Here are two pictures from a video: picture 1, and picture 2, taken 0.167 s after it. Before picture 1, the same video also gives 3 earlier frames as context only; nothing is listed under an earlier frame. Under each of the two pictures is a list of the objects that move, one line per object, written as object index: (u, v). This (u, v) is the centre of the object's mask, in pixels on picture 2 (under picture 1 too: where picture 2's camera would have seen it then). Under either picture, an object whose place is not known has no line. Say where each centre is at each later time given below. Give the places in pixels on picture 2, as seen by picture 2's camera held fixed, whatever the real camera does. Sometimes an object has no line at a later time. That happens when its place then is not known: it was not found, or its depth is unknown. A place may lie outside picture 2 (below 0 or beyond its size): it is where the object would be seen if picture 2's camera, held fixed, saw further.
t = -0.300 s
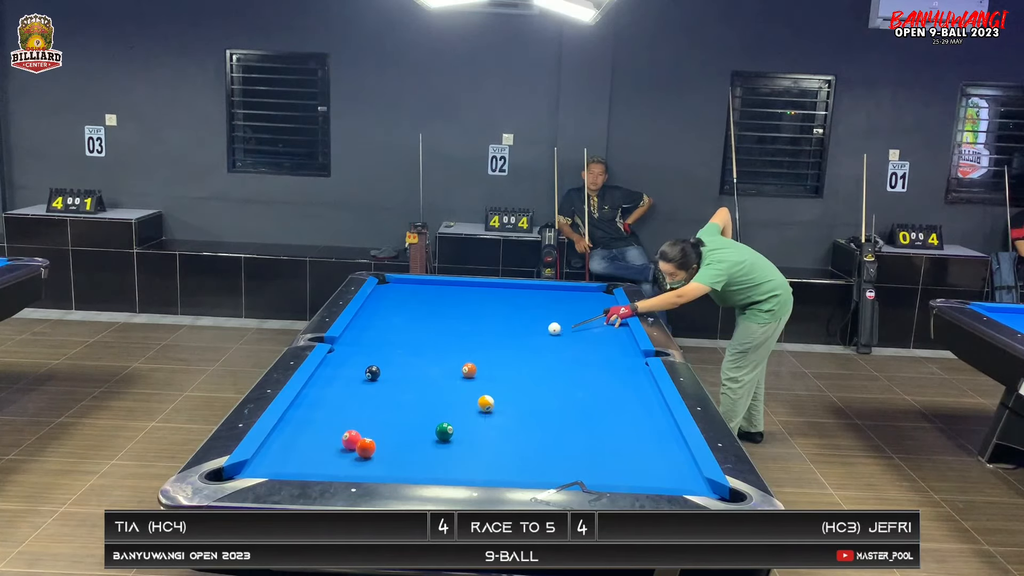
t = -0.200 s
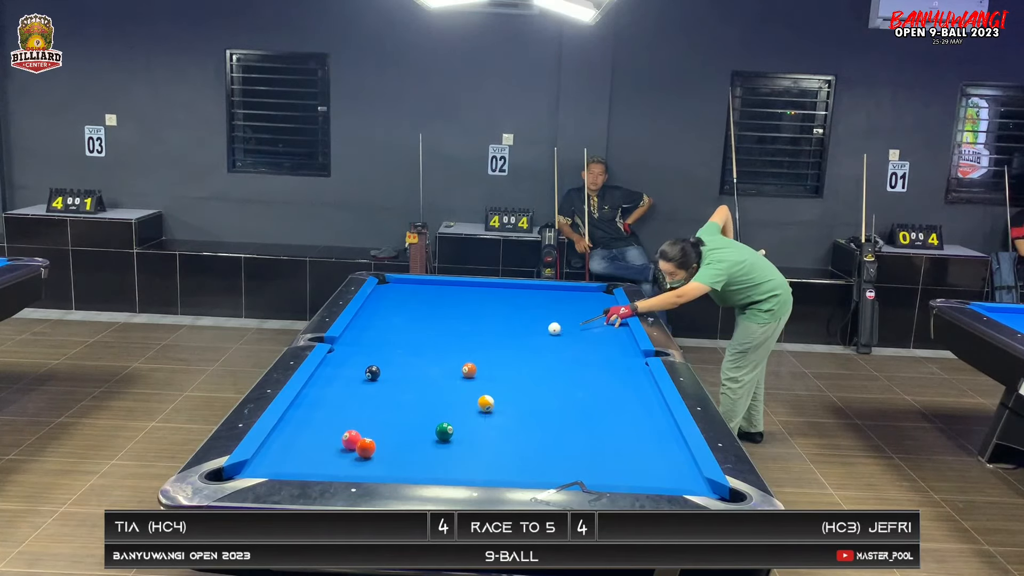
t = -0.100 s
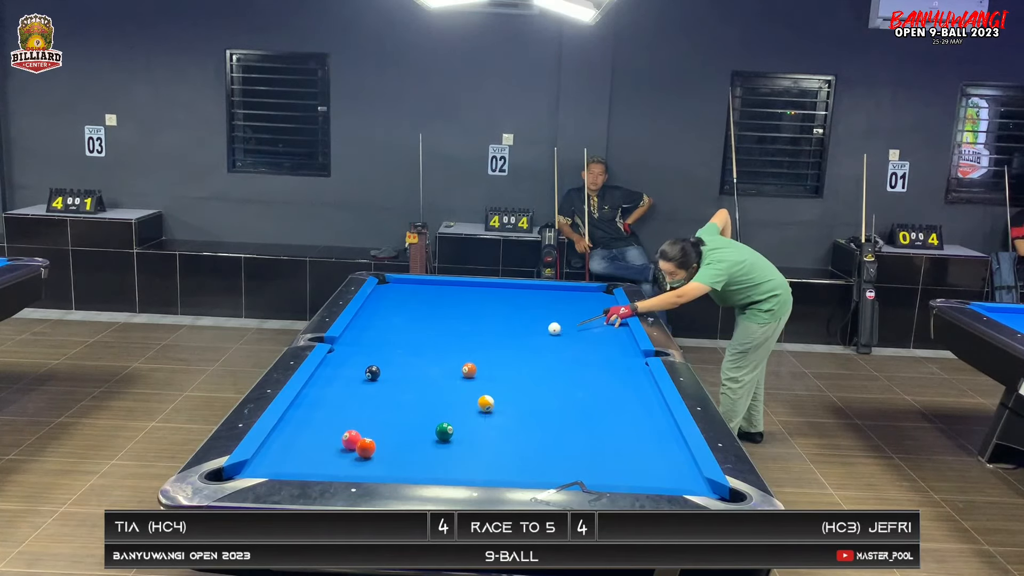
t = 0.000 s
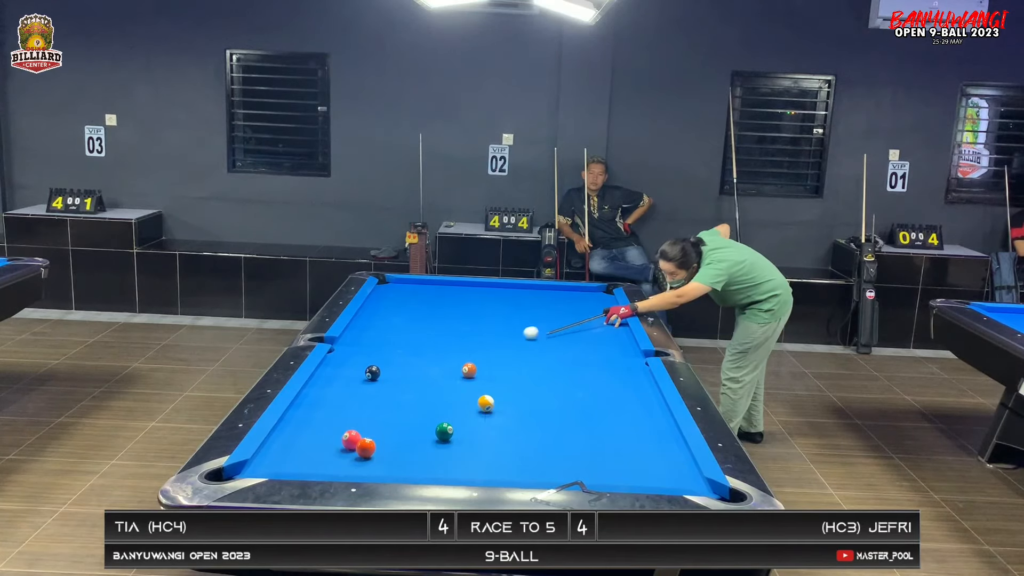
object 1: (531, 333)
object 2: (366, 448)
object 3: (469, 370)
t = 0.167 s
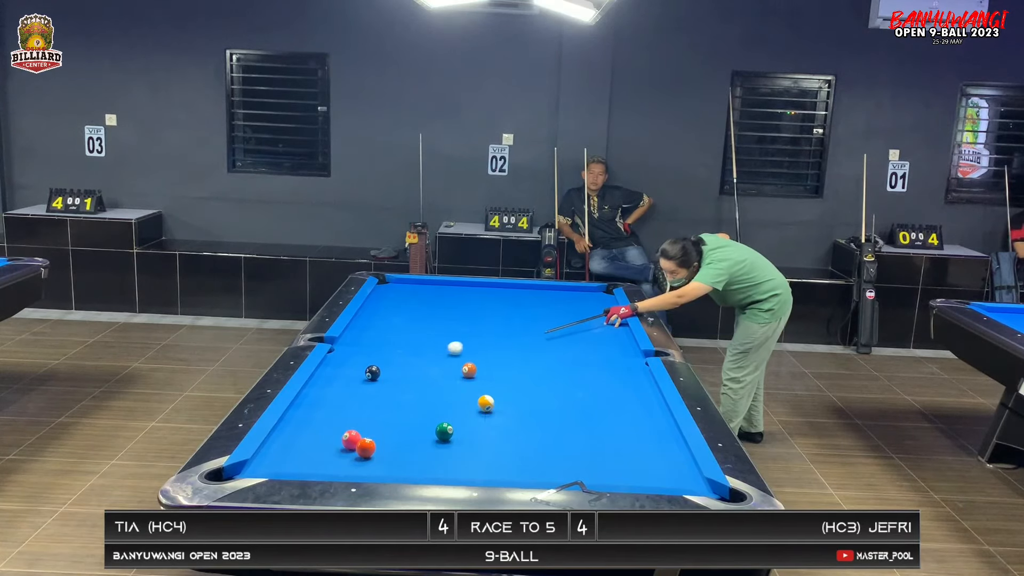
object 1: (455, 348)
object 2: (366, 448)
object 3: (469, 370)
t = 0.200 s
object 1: (440, 351)
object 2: (366, 448)
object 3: (469, 370)
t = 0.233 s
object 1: (426, 354)
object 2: (366, 448)
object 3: (469, 370)
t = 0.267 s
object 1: (411, 357)
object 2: (366, 448)
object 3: (469, 370)
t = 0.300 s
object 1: (397, 360)
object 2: (366, 448)
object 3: (469, 370)
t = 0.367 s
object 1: (368, 363)
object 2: (366, 448)
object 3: (469, 370)
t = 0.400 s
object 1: (355, 369)
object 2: (366, 448)
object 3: (469, 370)
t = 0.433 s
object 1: (342, 372)
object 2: (366, 448)
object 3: (469, 370)
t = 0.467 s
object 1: (329, 375)
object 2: (366, 448)
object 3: (469, 370)
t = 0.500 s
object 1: (317, 378)
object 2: (366, 448)
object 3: (469, 370)
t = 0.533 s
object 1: (321, 381)
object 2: (366, 448)
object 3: (469, 370)
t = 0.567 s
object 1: (326, 385)
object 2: (366, 448)
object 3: (469, 370)
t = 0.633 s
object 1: (333, 394)
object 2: (366, 448)
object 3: (469, 370)
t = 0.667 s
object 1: (337, 398)
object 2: (366, 448)
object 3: (469, 370)
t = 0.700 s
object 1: (341, 402)
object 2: (366, 448)
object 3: (469, 370)
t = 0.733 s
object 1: (345, 407)
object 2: (366, 448)
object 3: (469, 370)
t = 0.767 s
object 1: (349, 411)
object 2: (366, 448)
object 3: (469, 370)
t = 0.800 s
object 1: (354, 416)
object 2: (366, 448)
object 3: (469, 370)
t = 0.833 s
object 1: (358, 421)
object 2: (366, 448)
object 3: (469, 370)
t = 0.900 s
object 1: (367, 429)
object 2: (366, 448)
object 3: (469, 370)
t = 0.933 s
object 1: (373, 434)
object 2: (366, 448)
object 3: (469, 370)
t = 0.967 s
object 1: (378, 439)
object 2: (366, 448)
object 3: (469, 370)
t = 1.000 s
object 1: (386, 444)
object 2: (361, 450)
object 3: (469, 370)
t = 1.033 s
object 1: (396, 447)
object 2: (356, 452)
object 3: (469, 370)
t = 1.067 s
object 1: (406, 450)
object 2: (352, 454)
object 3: (469, 370)
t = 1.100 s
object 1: (415, 453)
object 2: (348, 457)
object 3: (469, 370)
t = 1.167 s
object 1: (434, 460)
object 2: (341, 460)
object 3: (469, 370)
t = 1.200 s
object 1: (444, 463)
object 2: (336, 462)
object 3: (469, 370)
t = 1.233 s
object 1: (454, 467)
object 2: (333, 464)
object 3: (469, 370)
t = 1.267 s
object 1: (464, 469)
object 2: (329, 465)
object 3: (469, 370)
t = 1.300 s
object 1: (475, 471)
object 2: (325, 466)
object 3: (469, 370)
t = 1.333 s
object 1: (484, 473)
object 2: (321, 467)
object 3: (469, 370)
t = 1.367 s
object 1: (496, 474)
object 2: (317, 468)
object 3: (469, 370)
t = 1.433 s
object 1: (518, 473)
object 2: (313, 467)
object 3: (469, 370)
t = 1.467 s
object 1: (528, 472)
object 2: (312, 466)
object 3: (469, 370)
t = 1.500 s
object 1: (539, 472)
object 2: (311, 466)
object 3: (469, 370)
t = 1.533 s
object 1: (549, 471)
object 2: (309, 465)
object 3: (469, 370)
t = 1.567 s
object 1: (560, 471)
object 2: (308, 464)
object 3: (469, 370)
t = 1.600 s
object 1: (570, 470)
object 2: (307, 463)
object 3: (469, 370)
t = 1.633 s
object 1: (580, 467)
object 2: (306, 463)
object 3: (469, 370)
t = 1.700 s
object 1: (599, 464)
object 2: (303, 461)
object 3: (469, 370)
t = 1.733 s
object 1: (609, 463)
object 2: (302, 460)
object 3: (469, 370)
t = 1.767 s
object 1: (619, 462)
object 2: (301, 458)
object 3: (469, 370)
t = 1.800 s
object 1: (628, 462)
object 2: (300, 457)
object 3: (469, 370)
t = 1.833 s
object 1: (638, 460)
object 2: (299, 456)
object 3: (469, 370)
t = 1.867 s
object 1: (647, 459)
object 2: (298, 455)
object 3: (469, 370)
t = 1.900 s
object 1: (656, 458)
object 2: (297, 454)
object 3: (469, 370)
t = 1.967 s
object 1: (674, 456)
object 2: (294, 452)
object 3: (469, 370)
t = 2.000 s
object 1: (683, 455)
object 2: (294, 451)
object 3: (469, 370)
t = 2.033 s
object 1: (677, 452)
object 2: (292, 450)
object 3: (469, 370)
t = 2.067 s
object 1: (671, 449)
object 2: (291, 448)
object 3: (469, 370)
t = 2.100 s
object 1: (665, 447)
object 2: (290, 447)
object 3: (469, 370)
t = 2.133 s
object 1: (659, 444)
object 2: (289, 447)
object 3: (469, 370)
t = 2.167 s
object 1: (653, 442)
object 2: (288, 445)
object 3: (469, 370)
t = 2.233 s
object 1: (641, 437)
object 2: (286, 444)
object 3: (469, 370)
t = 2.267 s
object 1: (636, 435)
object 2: (285, 443)
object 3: (469, 370)
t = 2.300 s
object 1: (630, 432)
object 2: (284, 442)
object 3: (469, 370)
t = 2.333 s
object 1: (625, 430)
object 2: (283, 441)
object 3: (469, 370)
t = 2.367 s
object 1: (620, 428)
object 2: (282, 440)
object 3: (469, 370)
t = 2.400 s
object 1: (615, 426)
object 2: (281, 439)
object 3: (469, 370)
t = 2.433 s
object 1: (609, 424)
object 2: (280, 438)
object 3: (469, 370)
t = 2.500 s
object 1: (599, 419)
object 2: (278, 437)
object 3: (469, 370)
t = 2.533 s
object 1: (595, 418)
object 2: (278, 436)
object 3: (469, 370)
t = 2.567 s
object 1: (590, 416)
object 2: (279, 435)
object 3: (469, 370)
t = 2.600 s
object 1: (585, 413)
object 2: (280, 435)
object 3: (469, 370)
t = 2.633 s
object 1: (580, 412)
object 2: (281, 434)
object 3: (469, 370)
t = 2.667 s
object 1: (576, 410)
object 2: (281, 434)
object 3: (469, 370)
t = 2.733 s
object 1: (567, 406)
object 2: (283, 433)
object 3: (469, 370)
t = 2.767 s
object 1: (562, 404)
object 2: (284, 432)
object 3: (469, 370)
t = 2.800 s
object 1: (558, 402)
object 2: (285, 432)
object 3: (469, 370)
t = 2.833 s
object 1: (554, 400)
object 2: (286, 432)
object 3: (469, 370)
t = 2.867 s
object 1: (550, 399)
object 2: (287, 431)
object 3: (469, 370)
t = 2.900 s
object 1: (546, 397)
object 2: (287, 431)
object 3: (469, 370)
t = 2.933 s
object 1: (541, 395)
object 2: (288, 431)
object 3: (469, 370)
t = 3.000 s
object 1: (533, 392)
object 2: (290, 430)
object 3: (469, 370)
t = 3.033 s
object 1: (529, 390)
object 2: (290, 429)
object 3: (469, 370)
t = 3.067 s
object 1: (526, 389)
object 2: (291, 429)
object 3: (469, 370)
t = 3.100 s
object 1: (522, 387)
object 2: (292, 429)
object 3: (469, 370)
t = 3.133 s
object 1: (518, 385)
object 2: (292, 428)
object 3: (469, 370)
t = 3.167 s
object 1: (515, 384)
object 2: (293, 428)
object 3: (469, 370)
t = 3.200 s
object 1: (511, 382)
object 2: (293, 428)
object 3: (469, 370)
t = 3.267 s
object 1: (504, 379)
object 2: (294, 427)
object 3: (469, 370)
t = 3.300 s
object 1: (500, 378)
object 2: (295, 427)
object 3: (469, 370)
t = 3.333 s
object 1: (497, 376)
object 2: (296, 426)
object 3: (469, 370)
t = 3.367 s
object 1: (493, 375)
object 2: (296, 426)
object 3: (469, 370)
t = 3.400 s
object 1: (490, 374)
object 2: (297, 426)
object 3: (469, 370)
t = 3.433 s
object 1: (487, 372)
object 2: (297, 425)
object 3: (469, 370)
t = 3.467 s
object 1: (484, 371)
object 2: (297, 425)
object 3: (469, 370)
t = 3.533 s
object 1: (483, 368)
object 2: (299, 425)
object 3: (463, 370)
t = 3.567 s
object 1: (482, 367)
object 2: (299, 425)
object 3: (461, 369)
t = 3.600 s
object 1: (482, 366)
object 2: (299, 424)
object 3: (458, 369)
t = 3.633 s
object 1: (481, 365)
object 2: (300, 424)
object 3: (456, 369)
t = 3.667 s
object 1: (480, 364)
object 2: (300, 424)
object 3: (454, 369)
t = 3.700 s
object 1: (480, 363)
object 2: (301, 424)
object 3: (452, 369)
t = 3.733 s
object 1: (479, 362)
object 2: (301, 423)
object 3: (450, 369)
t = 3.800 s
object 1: (478, 360)
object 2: (301, 423)
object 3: (445, 368)
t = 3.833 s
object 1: (477, 359)
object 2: (302, 423)
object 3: (443, 368)
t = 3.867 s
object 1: (477, 358)
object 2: (302, 423)
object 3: (441, 368)
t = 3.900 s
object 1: (476, 357)
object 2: (302, 422)
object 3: (439, 368)
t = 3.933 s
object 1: (475, 356)
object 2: (302, 422)
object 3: (437, 368)
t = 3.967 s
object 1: (475, 355)
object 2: (302, 422)
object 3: (435, 368)
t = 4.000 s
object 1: (474, 354)
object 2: (303, 422)
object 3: (433, 368)
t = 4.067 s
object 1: (473, 353)
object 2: (303, 422)
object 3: (429, 367)
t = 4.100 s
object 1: (473, 352)
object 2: (303, 422)
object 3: (427, 367)
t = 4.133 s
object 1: (472, 351)
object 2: (303, 422)
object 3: (425, 367)
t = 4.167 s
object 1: (472, 350)
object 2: (303, 422)
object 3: (422, 367)
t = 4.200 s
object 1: (471, 349)
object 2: (303, 422)
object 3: (421, 367)
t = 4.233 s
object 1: (471, 348)
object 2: (303, 422)
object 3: (419, 367)
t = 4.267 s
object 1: (470, 348)
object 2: (304, 421)
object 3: (417, 367)
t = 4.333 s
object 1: (469, 346)
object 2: (304, 421)
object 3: (413, 367)
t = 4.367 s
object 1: (469, 345)
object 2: (304, 421)
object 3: (412, 366)
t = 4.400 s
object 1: (468, 344)
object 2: (304, 421)
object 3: (410, 366)
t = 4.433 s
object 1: (468, 343)
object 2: (304, 421)
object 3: (408, 366)
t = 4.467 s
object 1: (467, 343)
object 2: (304, 421)
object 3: (406, 366)
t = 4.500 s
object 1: (467, 342)
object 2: (304, 421)
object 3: (405, 366)
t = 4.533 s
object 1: (467, 342)
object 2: (304, 421)
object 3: (403, 366)
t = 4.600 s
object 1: (466, 340)
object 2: (304, 421)
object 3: (400, 366)
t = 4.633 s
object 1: (465, 339)
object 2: (304, 421)
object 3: (398, 365)
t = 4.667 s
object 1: (465, 338)
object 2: (304, 421)
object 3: (396, 365)
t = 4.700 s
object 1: (464, 338)
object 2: (304, 421)
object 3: (395, 365)
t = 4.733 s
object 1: (464, 337)
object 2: (304, 421)
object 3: (393, 365)
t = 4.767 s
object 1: (464, 336)
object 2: (304, 421)
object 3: (392, 365)
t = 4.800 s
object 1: (463, 336)
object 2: (304, 421)
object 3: (390, 365)
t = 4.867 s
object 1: (462, 335)
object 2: (304, 421)
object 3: (387, 365)
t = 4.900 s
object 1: (462, 334)
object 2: (304, 421)
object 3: (386, 365)
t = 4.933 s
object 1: (462, 333)
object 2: (304, 421)
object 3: (384, 364)
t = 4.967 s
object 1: (461, 333)
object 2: (304, 421)
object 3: (383, 364)
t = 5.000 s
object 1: (461, 332)
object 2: (304, 421)
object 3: (382, 364)
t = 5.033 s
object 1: (461, 332)
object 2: (304, 421)
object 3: (381, 364)
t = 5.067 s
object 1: (460, 331)
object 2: (304, 421)
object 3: (379, 363)
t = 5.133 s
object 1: (459, 330)
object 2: (304, 421)
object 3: (376, 362)
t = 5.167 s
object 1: (459, 329)
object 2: (304, 421)
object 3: (374, 362)
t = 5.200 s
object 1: (459, 329)
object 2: (304, 421)
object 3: (373, 362)
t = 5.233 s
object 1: (458, 328)
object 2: (304, 421)
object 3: (371, 362)
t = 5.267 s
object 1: (458, 327)
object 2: (304, 421)
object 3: (370, 362)
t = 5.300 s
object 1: (458, 327)
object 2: (304, 421)
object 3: (368, 362)
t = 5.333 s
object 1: (457, 326)
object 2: (304, 421)
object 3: (367, 362)
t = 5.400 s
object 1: (457, 325)
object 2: (304, 421)
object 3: (365, 363)
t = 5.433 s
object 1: (457, 325)
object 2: (304, 421)
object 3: (364, 363)
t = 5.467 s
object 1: (456, 324)
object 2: (304, 421)
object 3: (363, 363)
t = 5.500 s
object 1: (456, 324)
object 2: (304, 421)
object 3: (362, 363)
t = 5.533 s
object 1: (455, 324)
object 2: (304, 421)
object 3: (360, 364)
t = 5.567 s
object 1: (455, 323)
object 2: (304, 421)
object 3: (359, 364)
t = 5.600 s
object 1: (455, 322)
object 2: (304, 421)
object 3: (358, 364)
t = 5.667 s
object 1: (454, 322)
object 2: (304, 421)
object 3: (356, 364)
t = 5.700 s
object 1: (454, 321)
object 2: (304, 421)
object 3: (355, 363)
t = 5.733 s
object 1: (454, 321)
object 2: (304, 421)
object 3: (354, 363)
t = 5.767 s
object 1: (454, 320)
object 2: (304, 421)
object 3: (353, 363)
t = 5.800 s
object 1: (453, 320)
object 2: (304, 421)
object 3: (352, 363)
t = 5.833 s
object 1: (453, 319)
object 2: (304, 421)
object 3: (351, 363)
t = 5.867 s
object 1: (453, 319)
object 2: (304, 421)
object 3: (350, 363)
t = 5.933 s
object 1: (452, 318)
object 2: (304, 421)
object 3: (349, 363)
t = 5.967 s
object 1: (452, 318)
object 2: (304, 421)
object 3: (348, 363)
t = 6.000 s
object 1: (452, 318)
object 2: (304, 421)
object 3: (347, 363)
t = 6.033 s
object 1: (451, 317)
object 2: (304, 421)
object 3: (346, 363)
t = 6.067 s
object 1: (451, 317)
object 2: (304, 421)
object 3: (345, 363)
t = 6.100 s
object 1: (451, 317)
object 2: (304, 421)
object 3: (344, 363)
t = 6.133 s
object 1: (451, 316)
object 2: (304, 421)
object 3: (344, 363)
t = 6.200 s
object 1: (451, 315)
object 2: (304, 421)
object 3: (342, 363)
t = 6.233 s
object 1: (450, 315)
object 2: (304, 421)
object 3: (342, 363)
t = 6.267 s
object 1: (450, 315)
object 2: (304, 421)
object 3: (341, 363)
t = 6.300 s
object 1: (450, 315)
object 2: (304, 421)
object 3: (340, 363)
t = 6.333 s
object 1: (450, 314)
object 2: (304, 421)
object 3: (339, 363)
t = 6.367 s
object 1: (450, 314)
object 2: (304, 421)
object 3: (339, 363)
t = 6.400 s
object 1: (449, 314)
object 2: (304, 421)
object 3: (338, 363)
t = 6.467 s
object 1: (449, 313)
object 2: (304, 421)
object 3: (337, 363)
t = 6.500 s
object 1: (449, 312)
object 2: (304, 421)
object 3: (337, 363)
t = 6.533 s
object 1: (449, 312)
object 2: (304, 421)
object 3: (336, 363)
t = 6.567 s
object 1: (449, 312)
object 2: (304, 421)
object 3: (336, 363)
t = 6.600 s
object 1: (449, 312)
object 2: (304, 421)
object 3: (335, 363)
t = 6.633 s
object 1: (449, 311)
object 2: (304, 421)
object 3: (335, 363)
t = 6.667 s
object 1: (449, 311)
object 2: (304, 421)
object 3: (334, 363)
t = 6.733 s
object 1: (448, 311)
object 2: (304, 421)
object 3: (333, 363)
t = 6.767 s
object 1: (448, 310)
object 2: (304, 421)
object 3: (333, 363)
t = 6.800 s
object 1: (448, 310)
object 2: (304, 421)
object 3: (332, 363)
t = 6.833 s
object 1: (448, 310)
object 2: (304, 421)
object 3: (332, 363)
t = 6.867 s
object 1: (448, 310)
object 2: (304, 421)
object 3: (332, 363)
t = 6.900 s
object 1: (448, 310)
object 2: (304, 421)
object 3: (331, 363)
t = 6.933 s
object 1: (448, 309)
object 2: (304, 421)
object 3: (331, 363)
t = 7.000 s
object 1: (448, 309)
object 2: (304, 421)
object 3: (330, 363)
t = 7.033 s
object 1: (448, 309)
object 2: (304, 421)
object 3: (330, 363)
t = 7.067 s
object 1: (447, 309)
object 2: (304, 421)
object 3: (330, 363)
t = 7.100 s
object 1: (447, 308)
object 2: (304, 421)
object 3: (330, 363)
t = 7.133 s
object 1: (447, 308)
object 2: (304, 421)
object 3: (330, 363)
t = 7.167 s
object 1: (447, 308)
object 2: (304, 421)
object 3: (329, 363)
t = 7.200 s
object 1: (447, 308)
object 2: (304, 421)
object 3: (329, 363)
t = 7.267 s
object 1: (447, 307)
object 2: (304, 421)
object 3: (329, 363)
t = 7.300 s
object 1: (447, 307)
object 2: (304, 421)
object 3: (329, 363)
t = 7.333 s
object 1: (447, 307)
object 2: (304, 421)
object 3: (329, 363)
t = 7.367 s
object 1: (447, 307)
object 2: (304, 421)
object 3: (328, 363)
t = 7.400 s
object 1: (447, 307)
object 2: (304, 421)
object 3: (328, 363)
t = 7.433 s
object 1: (447, 307)
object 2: (304, 421)
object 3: (328, 363)
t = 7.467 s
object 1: (447, 307)
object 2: (304, 421)
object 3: (328, 363)
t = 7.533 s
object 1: (446, 307)
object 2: (304, 421)
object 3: (328, 363)
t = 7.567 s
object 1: (447, 306)
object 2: (304, 421)
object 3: (328, 363)
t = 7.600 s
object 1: (447, 306)
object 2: (304, 421)
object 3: (329, 363)
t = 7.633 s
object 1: (446, 306)
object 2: (304, 421)
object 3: (329, 363)
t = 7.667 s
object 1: (446, 306)
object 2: (304, 421)
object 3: (329, 363)
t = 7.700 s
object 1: (446, 306)
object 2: (304, 421)
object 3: (329, 363)
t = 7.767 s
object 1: (446, 306)
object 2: (304, 421)
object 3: (329, 363)
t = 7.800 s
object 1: (446, 306)
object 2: (304, 421)
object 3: (329, 363)
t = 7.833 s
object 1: (446, 306)
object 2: (304, 421)
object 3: (329, 363)
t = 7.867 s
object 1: (446, 305)
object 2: (304, 421)
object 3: (329, 363)
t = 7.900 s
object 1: (446, 305)
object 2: (304, 421)
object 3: (329, 363)
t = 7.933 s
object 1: (446, 305)
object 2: (304, 421)
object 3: (329, 363)
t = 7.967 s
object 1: (446, 305)
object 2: (304, 421)
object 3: (329, 363)
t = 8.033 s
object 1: (446, 305)
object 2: (304, 421)
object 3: (329, 363)
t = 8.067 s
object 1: (446, 305)
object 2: (304, 421)
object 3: (329, 363)
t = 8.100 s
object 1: (446, 305)
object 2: (304, 421)
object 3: (329, 363)
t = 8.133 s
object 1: (446, 305)
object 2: (304, 421)
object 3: (329, 363)
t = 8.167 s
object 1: (447, 305)
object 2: (304, 421)
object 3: (329, 363)
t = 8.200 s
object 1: (446, 305)
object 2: (304, 421)
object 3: (329, 363)
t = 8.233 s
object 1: (446, 305)
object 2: (304, 421)
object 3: (329, 363)
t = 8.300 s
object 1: (447, 305)
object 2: (304, 421)
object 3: (329, 363)
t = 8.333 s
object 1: (447, 305)
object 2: (304, 421)
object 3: (329, 363)
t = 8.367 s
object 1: (446, 305)
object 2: (304, 421)
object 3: (329, 363)
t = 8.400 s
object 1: (447, 305)
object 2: (304, 421)
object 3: (329, 363)
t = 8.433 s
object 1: (446, 305)
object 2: (304, 421)
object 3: (329, 363)
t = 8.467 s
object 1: (447, 305)
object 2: (304, 421)
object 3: (329, 363)
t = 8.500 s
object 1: (446, 305)
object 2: (304, 421)
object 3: (329, 363)
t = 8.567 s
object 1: (447, 305)
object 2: (304, 421)
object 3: (329, 363)
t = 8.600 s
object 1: (446, 305)
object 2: (304, 421)
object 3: (329, 363)
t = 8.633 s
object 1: (447, 305)
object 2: (304, 421)
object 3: (329, 363)
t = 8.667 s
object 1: (446, 305)
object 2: (304, 421)
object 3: (329, 363)
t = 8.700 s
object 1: (447, 305)
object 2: (304, 421)
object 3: (329, 363)
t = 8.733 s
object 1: (447, 305)
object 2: (304, 421)
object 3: (329, 363)
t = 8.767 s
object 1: (447, 305)
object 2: (304, 421)
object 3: (329, 363)
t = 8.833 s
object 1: (447, 305)
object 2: (304, 421)
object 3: (329, 363)
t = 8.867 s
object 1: (447, 305)
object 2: (304, 421)
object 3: (329, 363)
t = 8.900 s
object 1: (447, 305)
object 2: (304, 421)
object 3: (329, 363)
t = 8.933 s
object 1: (446, 305)
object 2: (304, 421)
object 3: (329, 363)
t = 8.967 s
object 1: (447, 305)
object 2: (304, 421)
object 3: (329, 363)
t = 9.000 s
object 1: (447, 305)
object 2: (304, 421)
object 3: (329, 363)
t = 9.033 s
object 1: (447, 305)
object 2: (304, 421)
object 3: (329, 363)
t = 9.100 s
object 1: (446, 305)
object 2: (304, 421)
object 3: (329, 363)
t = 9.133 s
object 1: (447, 305)
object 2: (304, 421)
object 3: (329, 363)
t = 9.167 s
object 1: (446, 305)
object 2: (304, 421)
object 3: (329, 363)
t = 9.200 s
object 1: (447, 305)
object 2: (304, 421)
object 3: (329, 363)
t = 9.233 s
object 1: (446, 305)
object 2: (304, 421)
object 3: (329, 363)
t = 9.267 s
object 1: (447, 305)
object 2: (304, 421)
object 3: (329, 363)
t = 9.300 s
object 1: (447, 305)
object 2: (304, 421)
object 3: (329, 363)
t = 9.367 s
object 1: (447, 305)
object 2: (304, 421)
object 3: (329, 363)
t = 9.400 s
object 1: (447, 305)
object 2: (304, 421)
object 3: (329, 363)
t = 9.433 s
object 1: (447, 305)
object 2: (304, 421)
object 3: (329, 363)
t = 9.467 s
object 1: (446, 305)
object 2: (304, 421)
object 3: (329, 363)
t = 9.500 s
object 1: (447, 305)
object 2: (304, 421)
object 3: (329, 363)
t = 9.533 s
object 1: (446, 305)
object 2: (304, 421)
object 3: (329, 363)
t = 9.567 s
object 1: (447, 305)
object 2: (304, 421)
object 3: (329, 363)
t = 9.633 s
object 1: (447, 305)
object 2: (304, 421)
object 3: (329, 363)
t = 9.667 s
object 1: (447, 305)
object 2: (304, 421)
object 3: (329, 363)
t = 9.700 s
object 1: (447, 305)
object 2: (304, 421)
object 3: (329, 363)
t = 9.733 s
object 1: (447, 305)
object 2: (304, 421)
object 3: (329, 363)
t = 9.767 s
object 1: (447, 305)
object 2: (304, 421)
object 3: (329, 363)
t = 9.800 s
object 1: (447, 305)
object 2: (304, 421)
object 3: (329, 363)
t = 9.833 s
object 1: (447, 305)
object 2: (304, 421)
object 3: (329, 363)
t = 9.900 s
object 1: (447, 305)
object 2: (304, 421)
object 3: (329, 363)
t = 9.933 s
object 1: (446, 305)
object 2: (304, 421)
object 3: (329, 363)
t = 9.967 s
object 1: (447, 305)
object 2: (304, 421)
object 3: (329, 363)
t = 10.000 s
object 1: (446, 305)
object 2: (304, 421)
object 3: (329, 363)
